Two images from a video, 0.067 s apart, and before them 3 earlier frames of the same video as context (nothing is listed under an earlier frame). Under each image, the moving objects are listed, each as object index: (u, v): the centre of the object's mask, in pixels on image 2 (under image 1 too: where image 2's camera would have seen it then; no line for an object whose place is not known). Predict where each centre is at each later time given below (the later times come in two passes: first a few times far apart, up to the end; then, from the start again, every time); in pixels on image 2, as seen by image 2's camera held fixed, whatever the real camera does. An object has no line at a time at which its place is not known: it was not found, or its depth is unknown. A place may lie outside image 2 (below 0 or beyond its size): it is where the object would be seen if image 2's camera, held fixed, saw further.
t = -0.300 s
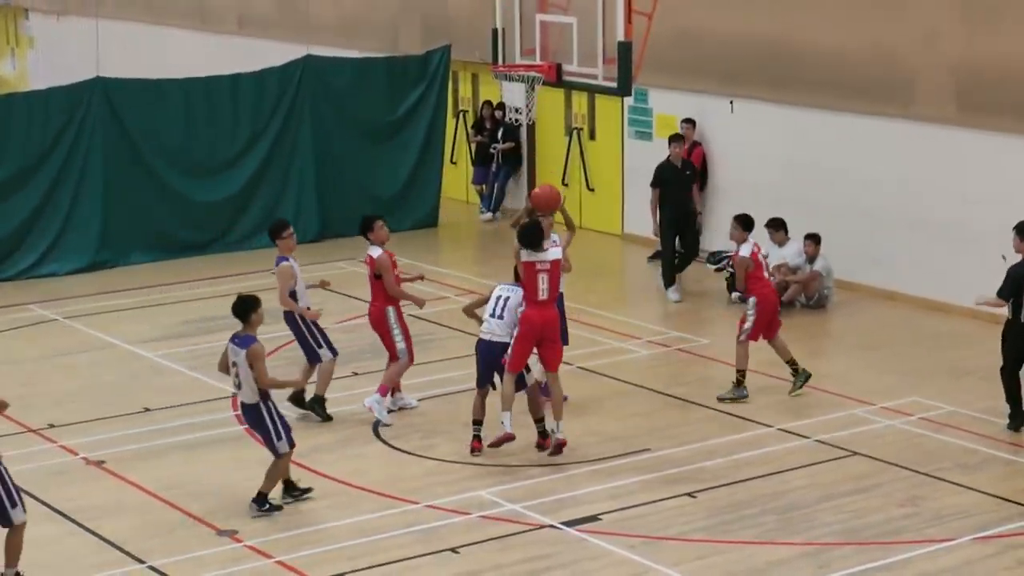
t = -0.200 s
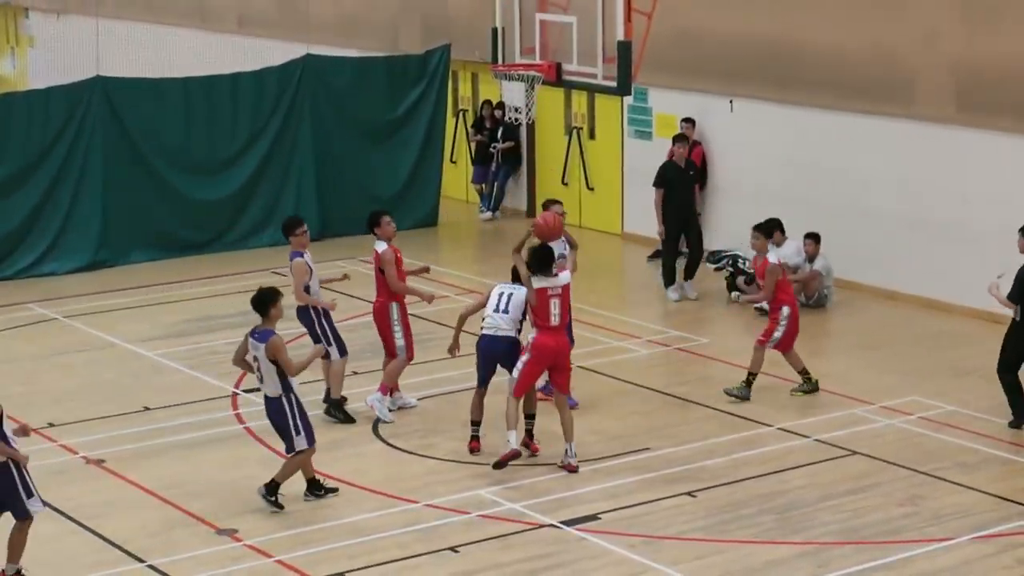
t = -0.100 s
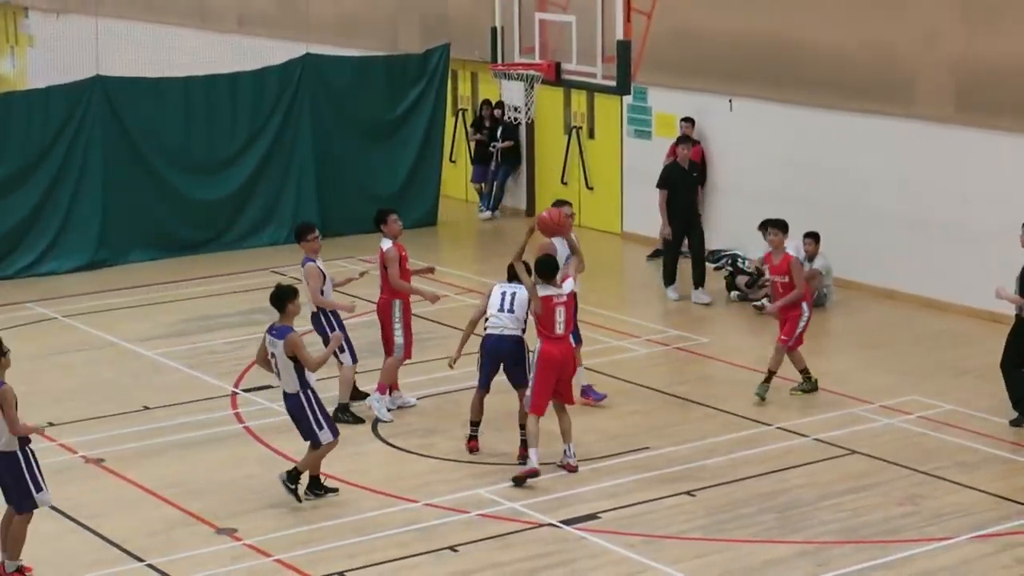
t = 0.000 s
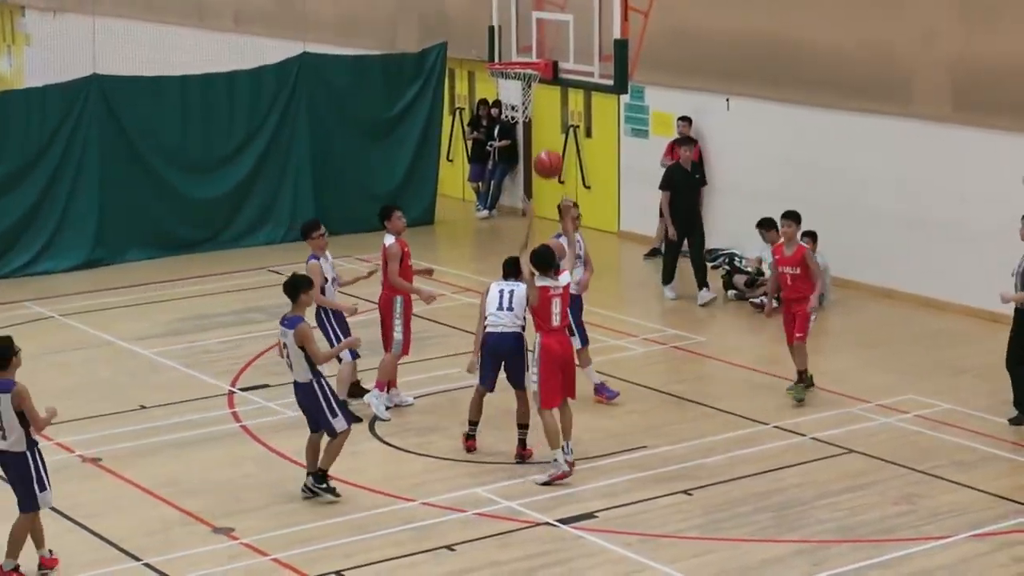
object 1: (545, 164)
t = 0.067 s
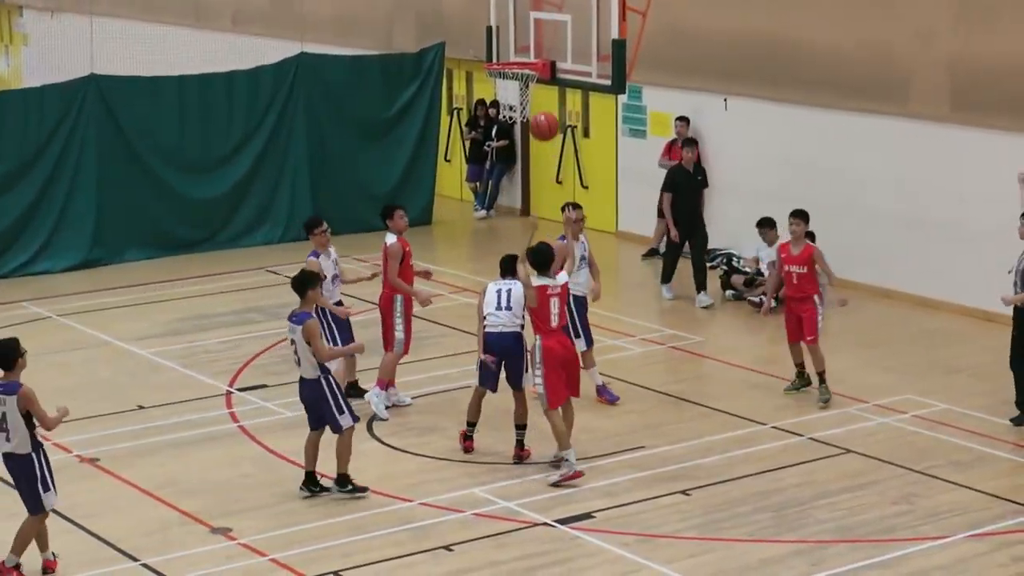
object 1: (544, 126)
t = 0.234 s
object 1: (540, 57)
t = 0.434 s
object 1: (535, 21)
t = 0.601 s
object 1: (526, 27)
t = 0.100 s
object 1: (544, 109)
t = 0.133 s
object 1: (542, 94)
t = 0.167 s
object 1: (541, 80)
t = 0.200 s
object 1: (542, 68)
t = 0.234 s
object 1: (540, 57)
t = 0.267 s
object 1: (540, 48)
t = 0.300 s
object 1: (539, 40)
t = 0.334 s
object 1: (539, 33)
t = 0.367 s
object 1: (538, 28)
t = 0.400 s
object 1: (536, 24)
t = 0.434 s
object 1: (535, 21)
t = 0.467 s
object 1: (535, 20)
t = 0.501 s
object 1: (534, 20)
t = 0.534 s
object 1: (533, 21)
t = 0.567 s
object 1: (530, 23)
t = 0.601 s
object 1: (526, 27)
